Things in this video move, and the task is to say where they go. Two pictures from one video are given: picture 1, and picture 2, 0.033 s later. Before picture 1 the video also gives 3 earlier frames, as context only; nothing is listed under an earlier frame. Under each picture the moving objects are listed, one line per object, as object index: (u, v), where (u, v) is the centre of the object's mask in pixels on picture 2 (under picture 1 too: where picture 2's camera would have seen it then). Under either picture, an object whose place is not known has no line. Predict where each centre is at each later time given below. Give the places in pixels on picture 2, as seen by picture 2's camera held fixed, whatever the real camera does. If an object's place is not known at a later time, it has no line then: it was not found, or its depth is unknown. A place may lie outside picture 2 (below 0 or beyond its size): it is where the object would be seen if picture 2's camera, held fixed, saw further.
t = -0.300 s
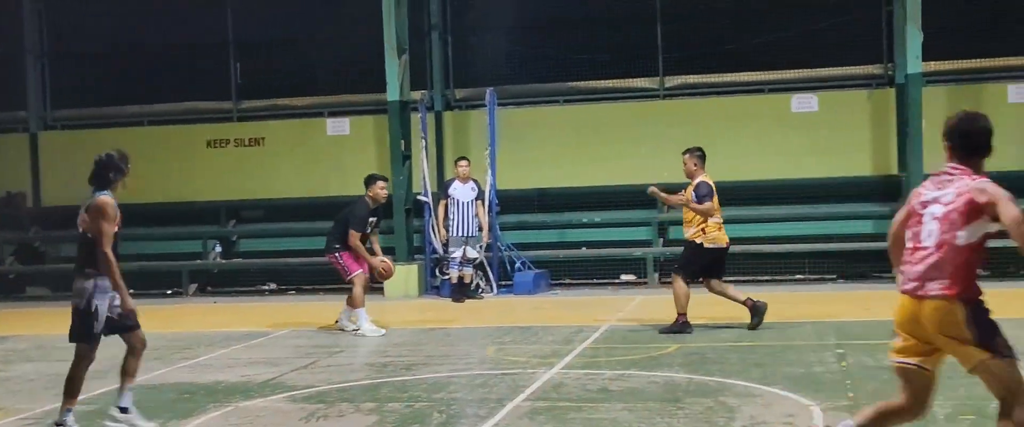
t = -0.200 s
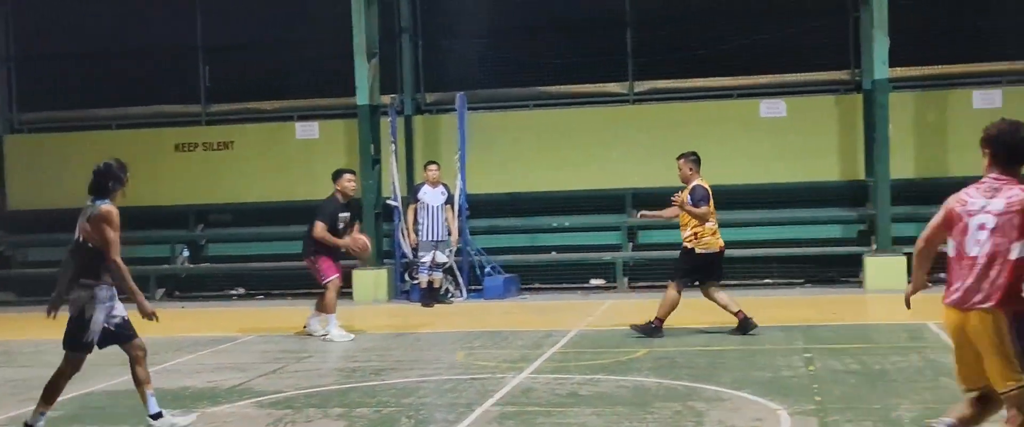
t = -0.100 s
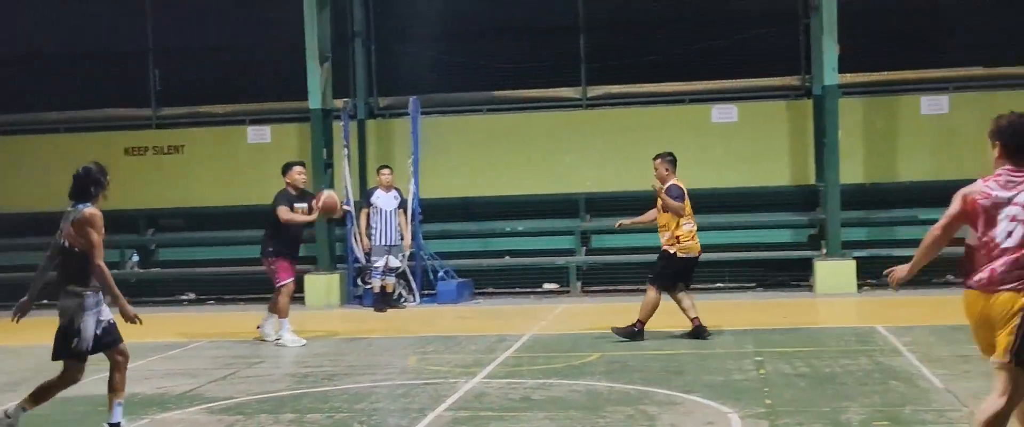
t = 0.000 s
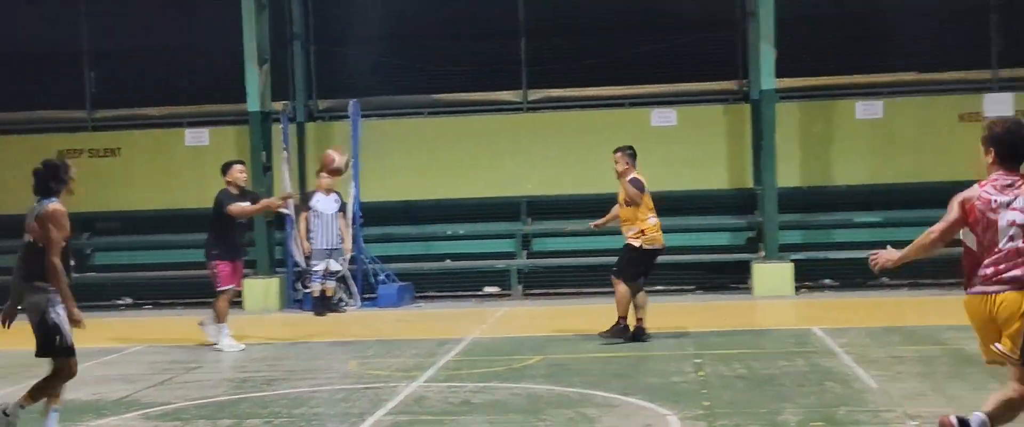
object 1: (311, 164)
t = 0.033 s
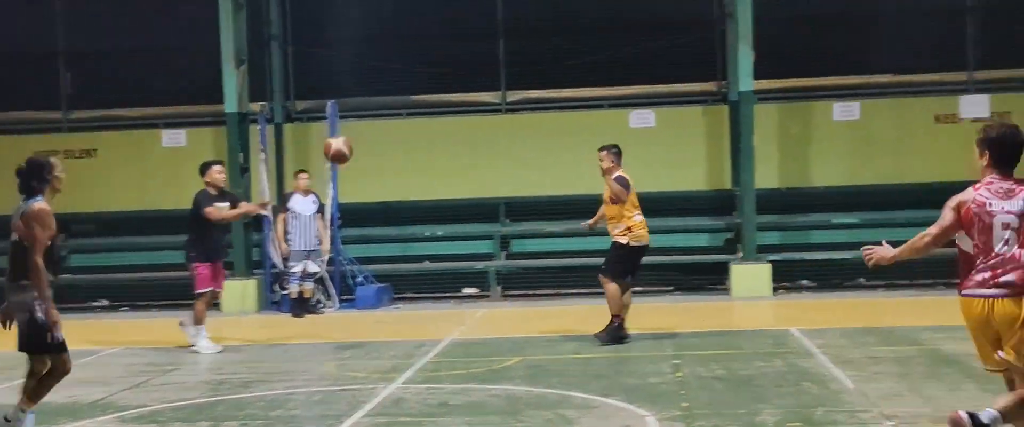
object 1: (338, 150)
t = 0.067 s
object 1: (365, 137)
